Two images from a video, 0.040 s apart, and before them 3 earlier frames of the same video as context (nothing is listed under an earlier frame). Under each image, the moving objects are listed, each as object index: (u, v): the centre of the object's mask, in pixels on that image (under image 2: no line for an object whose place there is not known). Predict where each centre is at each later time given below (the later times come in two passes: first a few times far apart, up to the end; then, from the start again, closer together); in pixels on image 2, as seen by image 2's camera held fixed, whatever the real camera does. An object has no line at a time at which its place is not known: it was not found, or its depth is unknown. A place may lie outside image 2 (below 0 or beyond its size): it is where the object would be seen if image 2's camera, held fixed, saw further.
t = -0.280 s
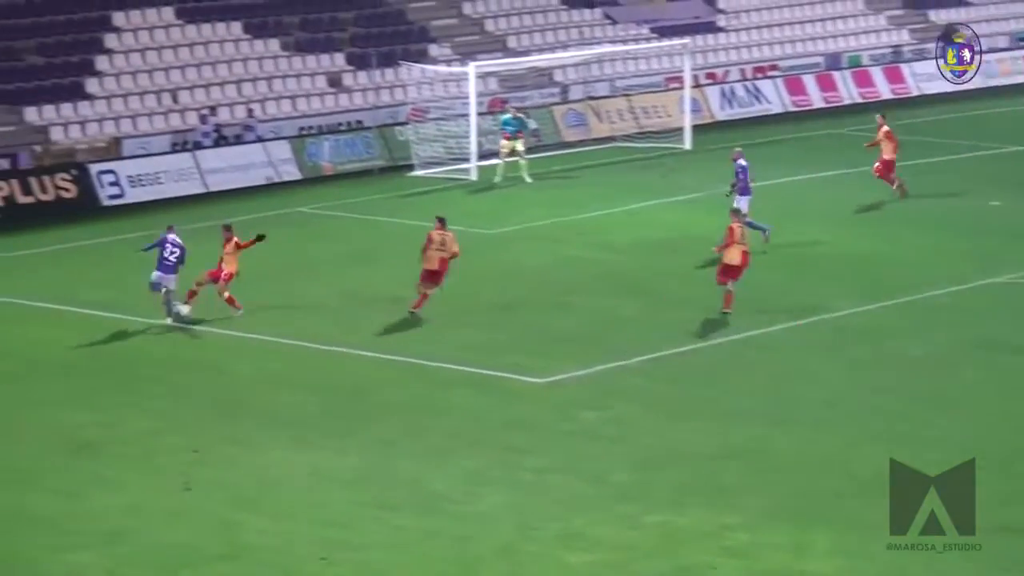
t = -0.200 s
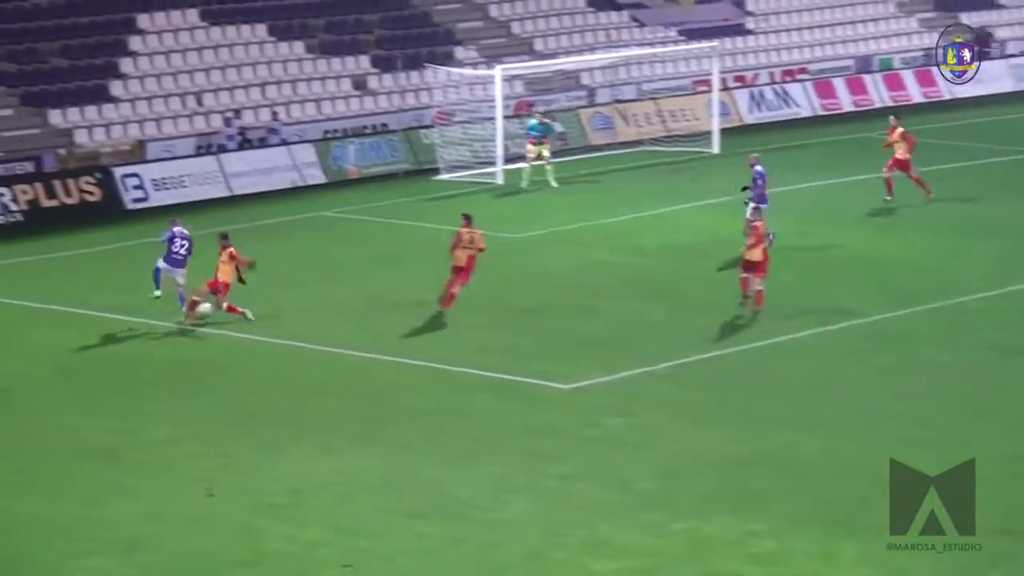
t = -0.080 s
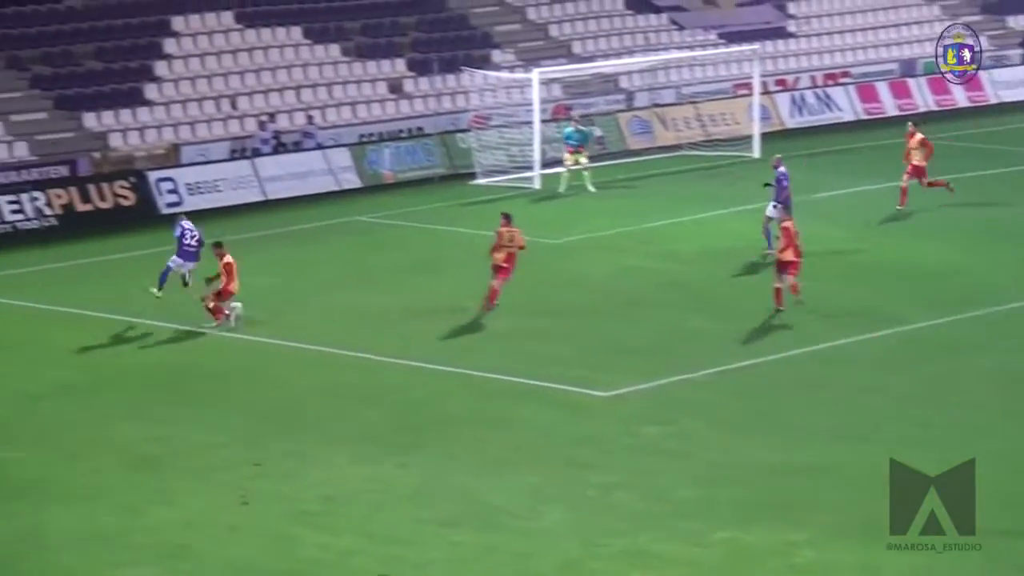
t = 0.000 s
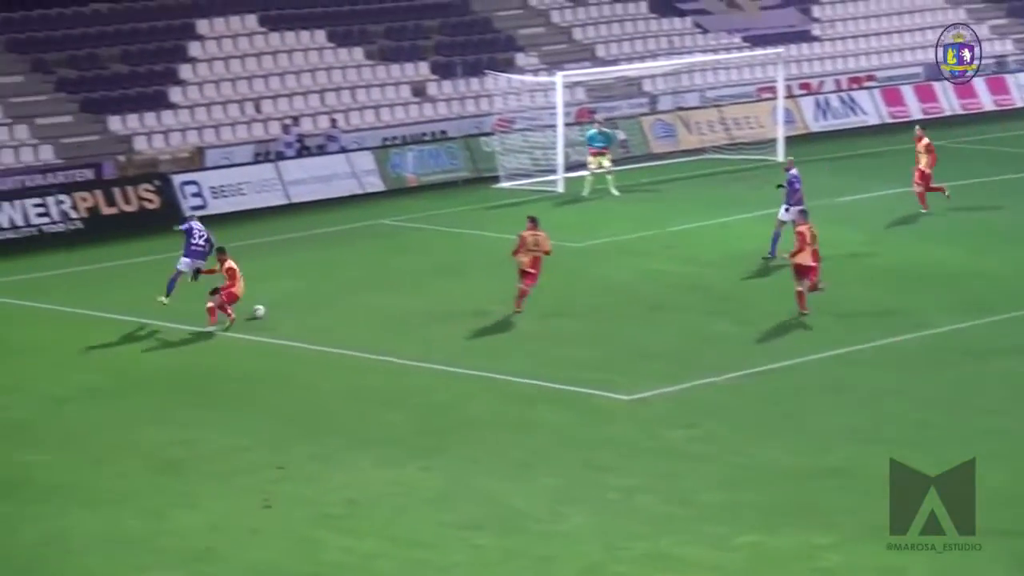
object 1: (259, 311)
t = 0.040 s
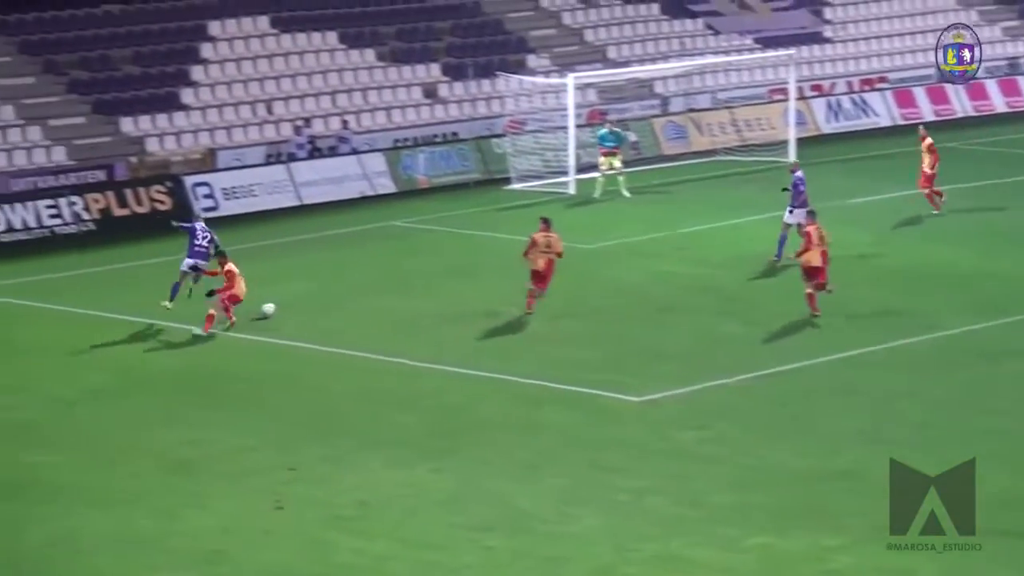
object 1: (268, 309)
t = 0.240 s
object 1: (264, 304)
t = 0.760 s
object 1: (254, 287)
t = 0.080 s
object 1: (267, 307)
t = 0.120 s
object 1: (265, 305)
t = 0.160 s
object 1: (266, 306)
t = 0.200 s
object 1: (265, 306)
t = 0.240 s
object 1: (264, 304)
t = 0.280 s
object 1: (263, 302)
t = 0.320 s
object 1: (263, 302)
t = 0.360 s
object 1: (262, 301)
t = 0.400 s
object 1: (261, 299)
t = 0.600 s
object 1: (257, 293)
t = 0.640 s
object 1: (256, 291)
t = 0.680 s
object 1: (256, 290)
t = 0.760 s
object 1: (254, 287)
